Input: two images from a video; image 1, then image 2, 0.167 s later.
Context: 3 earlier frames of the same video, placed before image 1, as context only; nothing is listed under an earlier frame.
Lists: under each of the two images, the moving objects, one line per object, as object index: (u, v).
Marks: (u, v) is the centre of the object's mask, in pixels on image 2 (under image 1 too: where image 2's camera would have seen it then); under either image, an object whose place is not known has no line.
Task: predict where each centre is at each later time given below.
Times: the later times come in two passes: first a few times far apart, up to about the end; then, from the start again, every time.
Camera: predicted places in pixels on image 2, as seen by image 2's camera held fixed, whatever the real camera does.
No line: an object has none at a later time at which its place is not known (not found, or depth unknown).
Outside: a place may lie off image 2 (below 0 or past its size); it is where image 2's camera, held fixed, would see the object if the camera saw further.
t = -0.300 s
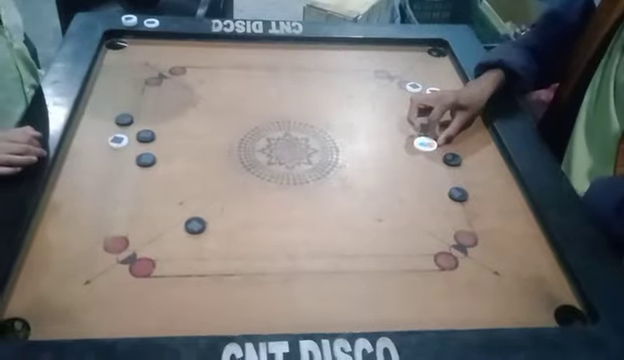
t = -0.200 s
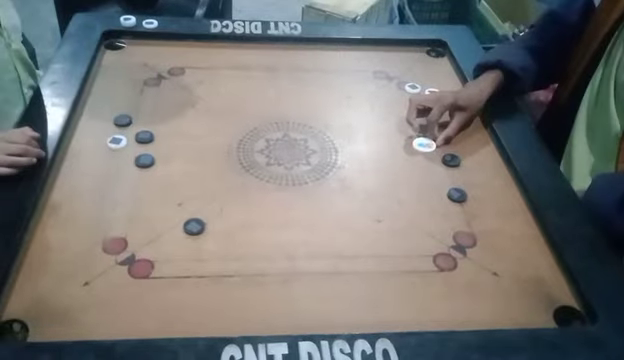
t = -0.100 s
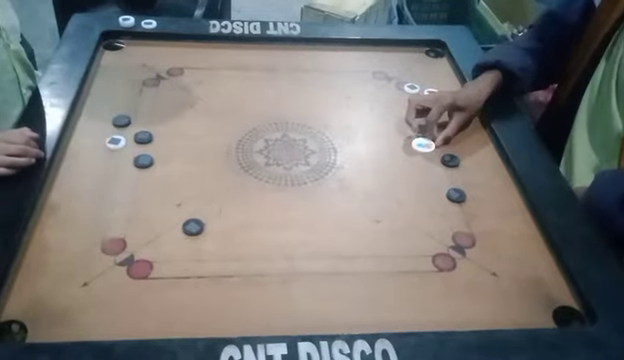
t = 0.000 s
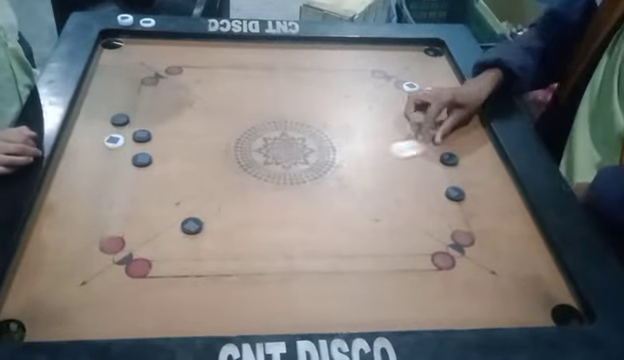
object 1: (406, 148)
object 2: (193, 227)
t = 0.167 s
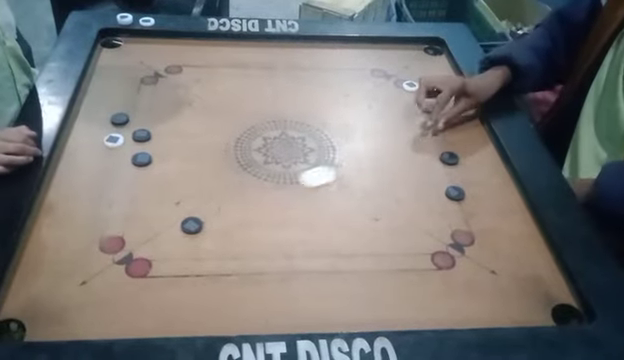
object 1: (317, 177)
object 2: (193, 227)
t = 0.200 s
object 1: (299, 183)
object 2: (191, 225)
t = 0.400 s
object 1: (200, 213)
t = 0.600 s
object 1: (170, 207)
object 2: (66, 315)
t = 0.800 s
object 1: (160, 205)
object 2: (21, 300)
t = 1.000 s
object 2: (27, 270)
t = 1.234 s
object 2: (51, 246)
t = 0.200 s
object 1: (299, 183)
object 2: (191, 225)
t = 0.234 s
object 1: (280, 189)
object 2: (192, 225)
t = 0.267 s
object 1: (261, 195)
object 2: (191, 225)
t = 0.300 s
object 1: (243, 201)
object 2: (191, 225)
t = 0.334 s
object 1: (223, 210)
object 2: (191, 225)
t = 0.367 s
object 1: (207, 214)
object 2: (189, 227)
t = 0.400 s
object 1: (200, 213)
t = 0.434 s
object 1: (193, 211)
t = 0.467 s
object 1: (187, 210)
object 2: (137, 266)
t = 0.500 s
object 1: (182, 210)
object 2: (118, 276)
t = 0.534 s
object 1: (177, 209)
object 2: (101, 289)
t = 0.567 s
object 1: (173, 208)
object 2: (84, 302)
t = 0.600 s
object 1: (170, 207)
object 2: (66, 315)
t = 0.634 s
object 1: (167, 207)
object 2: (46, 328)
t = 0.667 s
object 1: (164, 207)
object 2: (37, 328)
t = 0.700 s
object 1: (162, 206)
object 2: (31, 321)
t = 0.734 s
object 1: (161, 206)
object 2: (26, 314)
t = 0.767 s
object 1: (160, 206)
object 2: (22, 308)
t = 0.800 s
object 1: (160, 205)
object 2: (21, 300)
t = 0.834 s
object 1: (160, 205)
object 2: (19, 295)
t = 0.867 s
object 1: (160, 205)
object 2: (18, 289)
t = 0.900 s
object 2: (18, 284)
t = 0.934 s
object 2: (20, 279)
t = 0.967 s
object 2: (23, 274)
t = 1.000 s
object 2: (27, 270)
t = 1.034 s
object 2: (30, 266)
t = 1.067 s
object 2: (32, 262)
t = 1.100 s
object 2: (37, 258)
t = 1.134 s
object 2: (40, 255)
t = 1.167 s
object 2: (44, 252)
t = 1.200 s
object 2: (47, 249)
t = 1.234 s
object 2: (51, 246)
